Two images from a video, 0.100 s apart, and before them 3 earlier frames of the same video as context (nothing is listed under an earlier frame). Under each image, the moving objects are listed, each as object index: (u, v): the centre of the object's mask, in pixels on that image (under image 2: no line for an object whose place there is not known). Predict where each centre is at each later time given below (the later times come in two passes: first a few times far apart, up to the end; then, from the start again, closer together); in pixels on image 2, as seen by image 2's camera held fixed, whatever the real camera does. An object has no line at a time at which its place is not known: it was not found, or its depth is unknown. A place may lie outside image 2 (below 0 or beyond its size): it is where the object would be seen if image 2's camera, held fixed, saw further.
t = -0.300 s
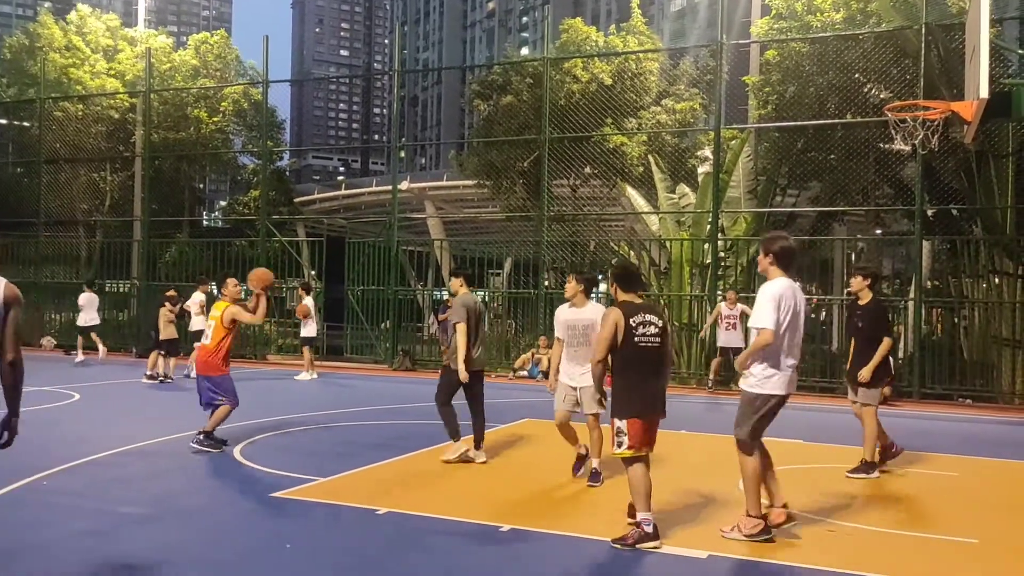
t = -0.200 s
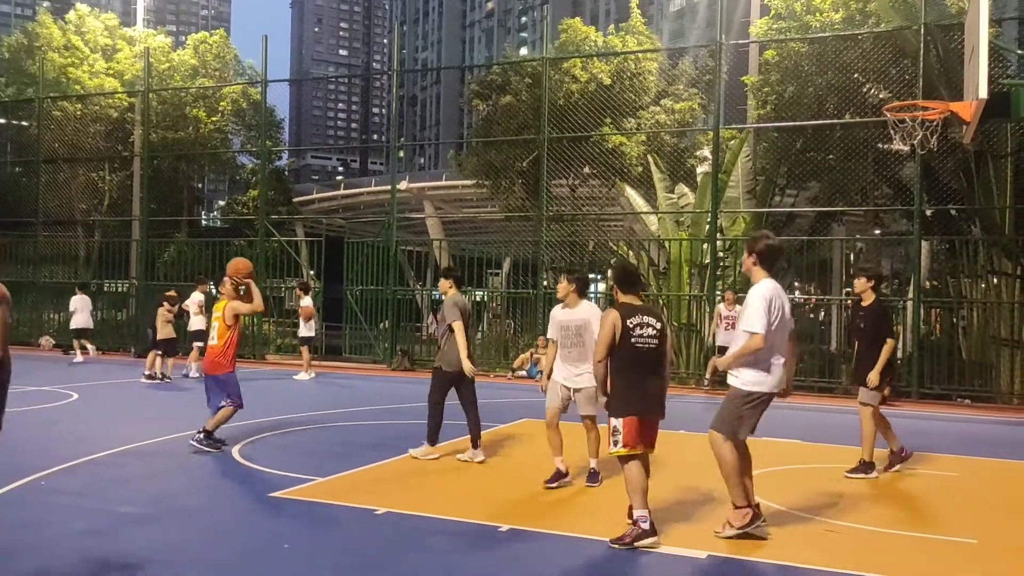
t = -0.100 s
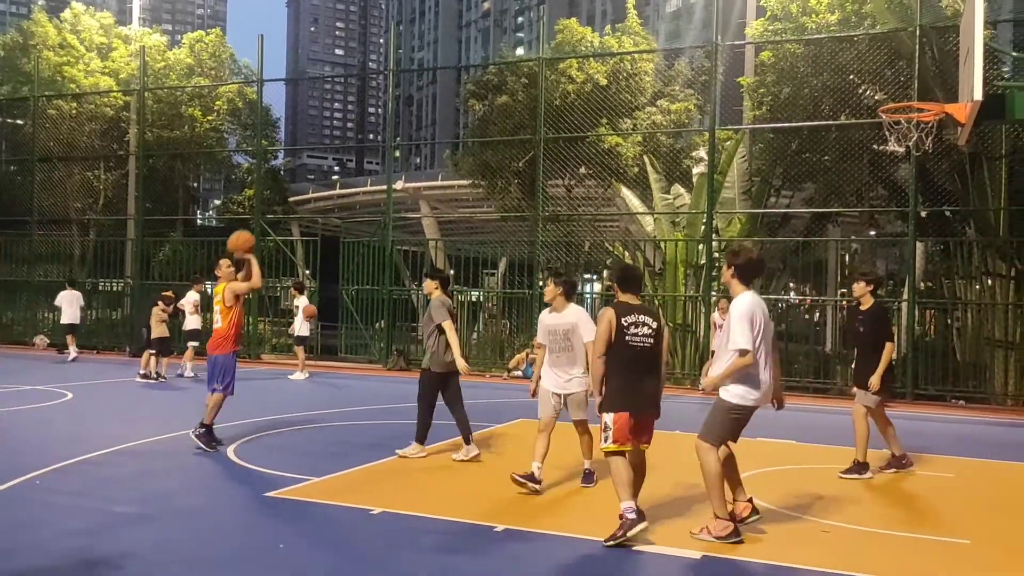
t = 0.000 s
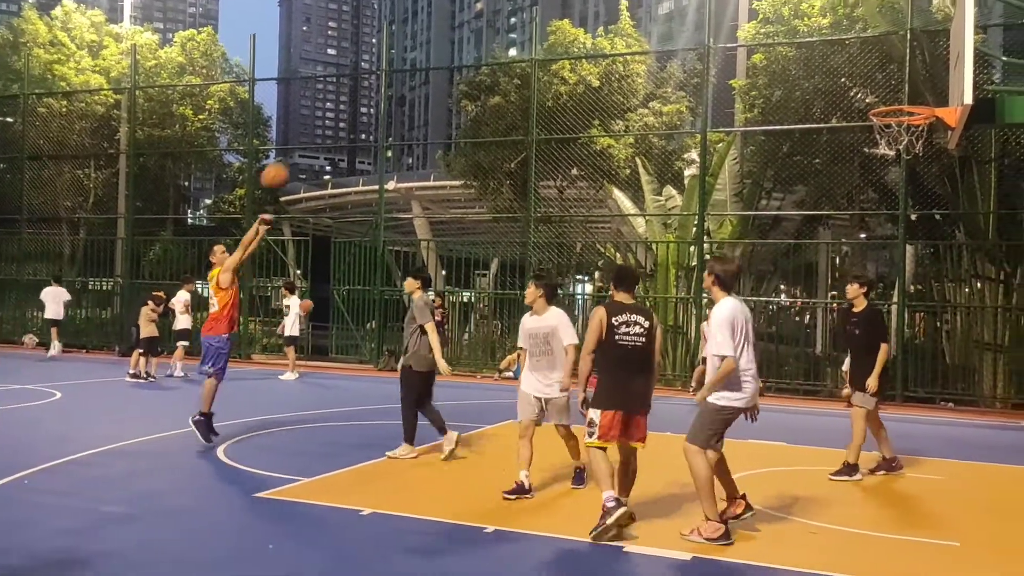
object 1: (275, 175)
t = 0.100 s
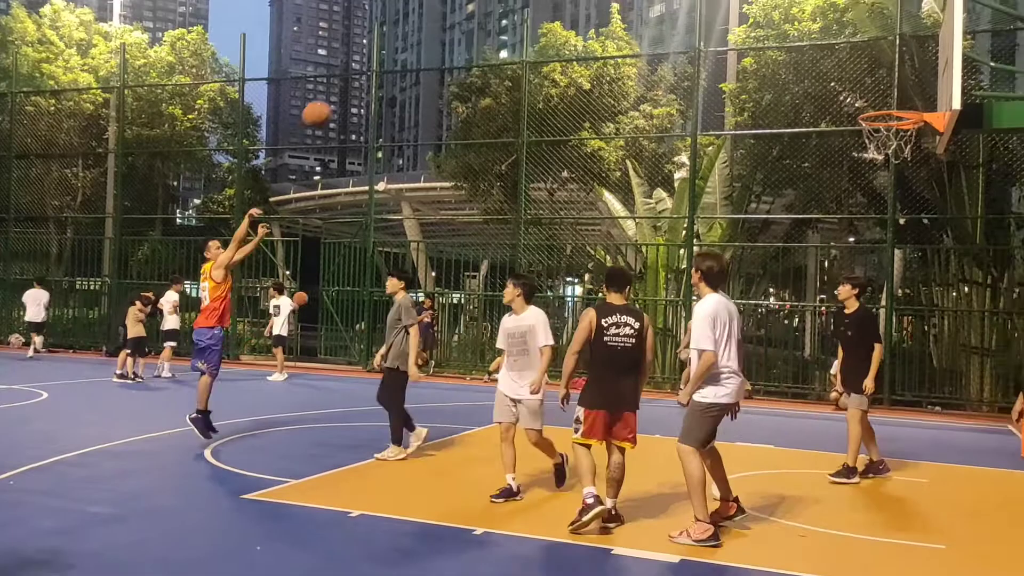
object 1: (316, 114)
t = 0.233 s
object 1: (387, 43)
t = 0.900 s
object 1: (749, -24)
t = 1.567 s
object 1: (905, -51)
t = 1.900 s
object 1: (902, -52)
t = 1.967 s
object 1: (904, -43)
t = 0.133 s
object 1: (334, 94)
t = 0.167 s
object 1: (351, 77)
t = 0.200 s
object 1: (369, 59)
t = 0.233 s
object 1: (387, 43)
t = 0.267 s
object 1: (405, 29)
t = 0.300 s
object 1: (423, 15)
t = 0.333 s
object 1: (440, 3)
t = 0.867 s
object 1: (728, -26)
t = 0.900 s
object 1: (749, -24)
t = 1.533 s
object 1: (909, -48)
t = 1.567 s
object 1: (905, -51)
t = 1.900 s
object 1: (902, -52)
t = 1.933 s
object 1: (903, -48)
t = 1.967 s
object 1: (904, -43)
